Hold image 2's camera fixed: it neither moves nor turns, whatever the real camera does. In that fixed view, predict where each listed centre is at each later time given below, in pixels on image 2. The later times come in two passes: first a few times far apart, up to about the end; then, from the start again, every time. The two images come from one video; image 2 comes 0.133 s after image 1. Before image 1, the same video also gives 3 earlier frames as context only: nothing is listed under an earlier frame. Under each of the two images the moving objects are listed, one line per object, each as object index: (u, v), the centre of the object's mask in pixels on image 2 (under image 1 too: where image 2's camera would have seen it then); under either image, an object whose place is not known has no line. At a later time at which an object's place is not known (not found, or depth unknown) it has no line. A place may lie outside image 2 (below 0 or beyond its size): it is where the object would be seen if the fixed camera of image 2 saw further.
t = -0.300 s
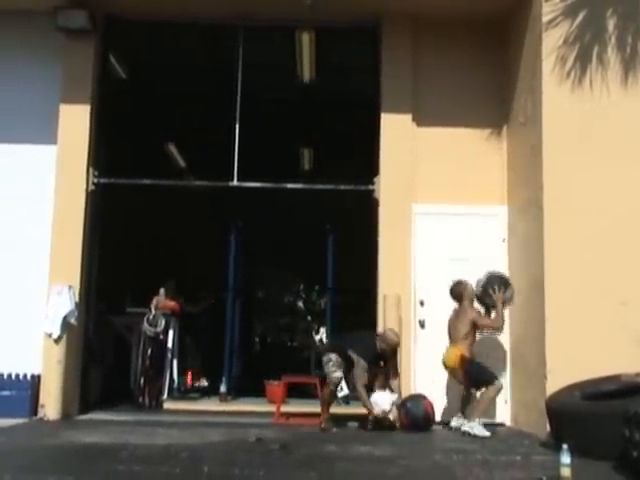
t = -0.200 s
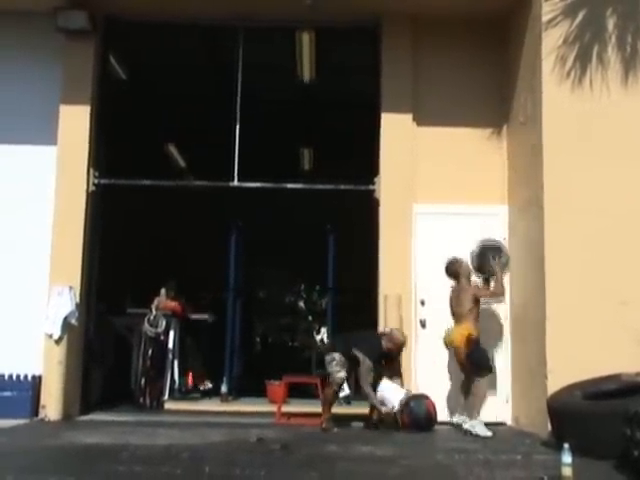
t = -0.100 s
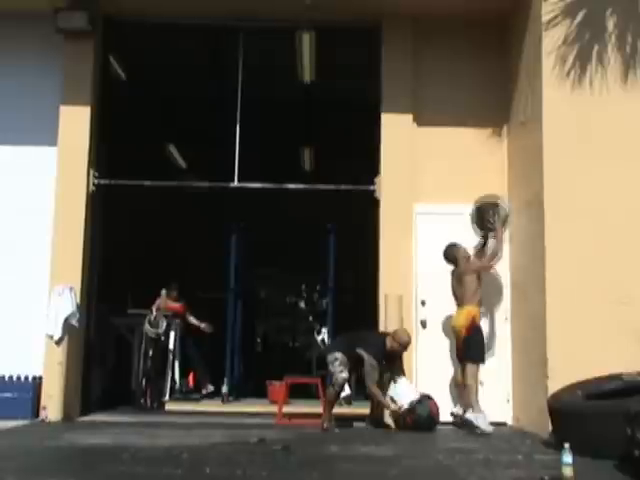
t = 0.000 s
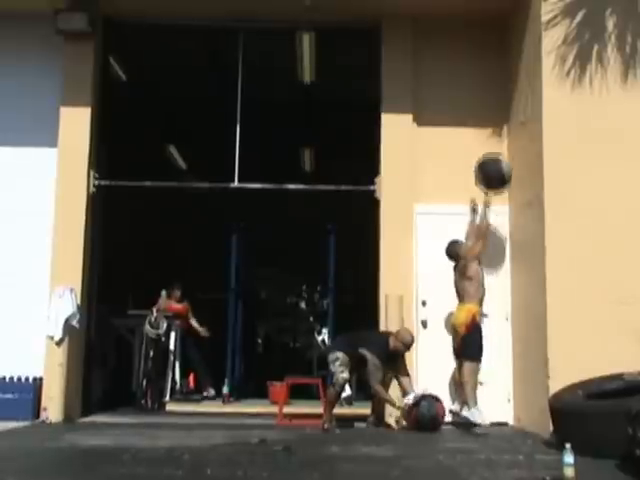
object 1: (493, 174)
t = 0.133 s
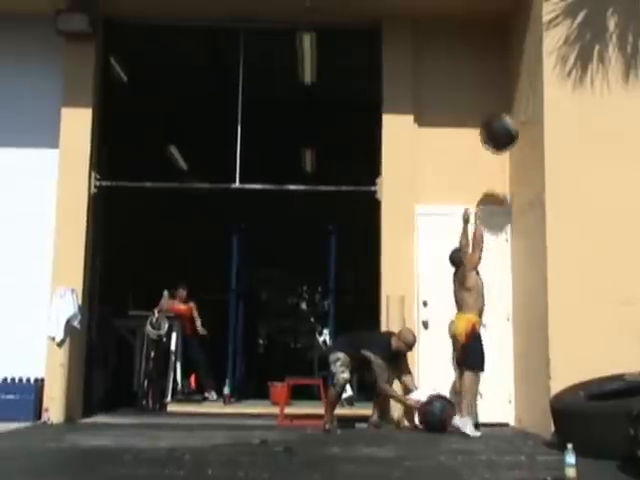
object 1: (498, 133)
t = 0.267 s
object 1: (505, 107)
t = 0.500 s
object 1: (510, 108)
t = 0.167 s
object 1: (500, 125)
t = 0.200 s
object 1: (502, 118)
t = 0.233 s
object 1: (503, 112)
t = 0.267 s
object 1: (505, 107)
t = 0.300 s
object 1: (506, 104)
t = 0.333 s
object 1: (508, 103)
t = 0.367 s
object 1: (509, 102)
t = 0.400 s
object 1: (510, 102)
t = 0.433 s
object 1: (510, 103)
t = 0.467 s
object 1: (510, 106)
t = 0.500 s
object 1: (510, 108)
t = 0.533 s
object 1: (508, 111)
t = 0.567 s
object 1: (507, 117)
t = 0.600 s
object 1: (506, 123)
